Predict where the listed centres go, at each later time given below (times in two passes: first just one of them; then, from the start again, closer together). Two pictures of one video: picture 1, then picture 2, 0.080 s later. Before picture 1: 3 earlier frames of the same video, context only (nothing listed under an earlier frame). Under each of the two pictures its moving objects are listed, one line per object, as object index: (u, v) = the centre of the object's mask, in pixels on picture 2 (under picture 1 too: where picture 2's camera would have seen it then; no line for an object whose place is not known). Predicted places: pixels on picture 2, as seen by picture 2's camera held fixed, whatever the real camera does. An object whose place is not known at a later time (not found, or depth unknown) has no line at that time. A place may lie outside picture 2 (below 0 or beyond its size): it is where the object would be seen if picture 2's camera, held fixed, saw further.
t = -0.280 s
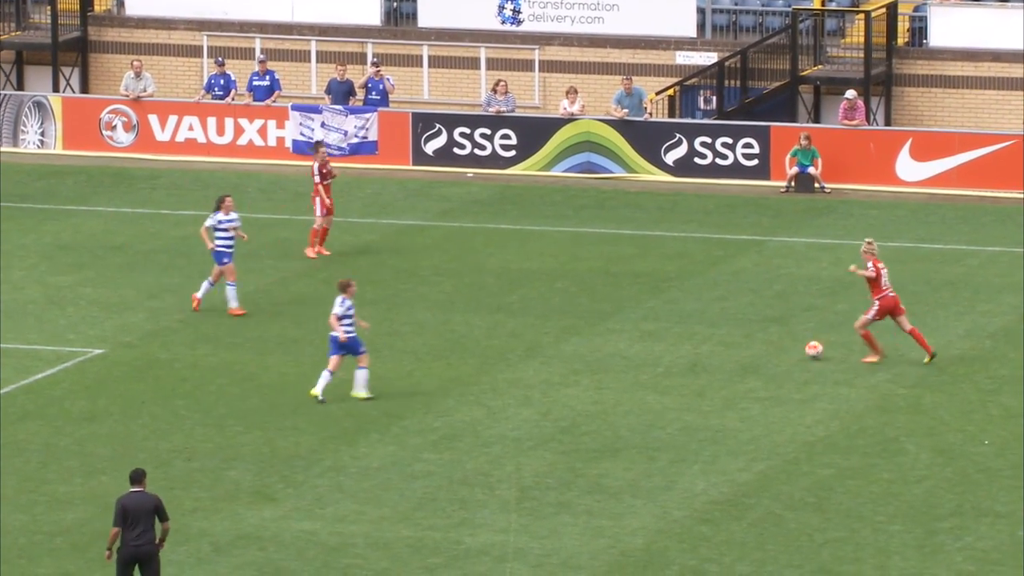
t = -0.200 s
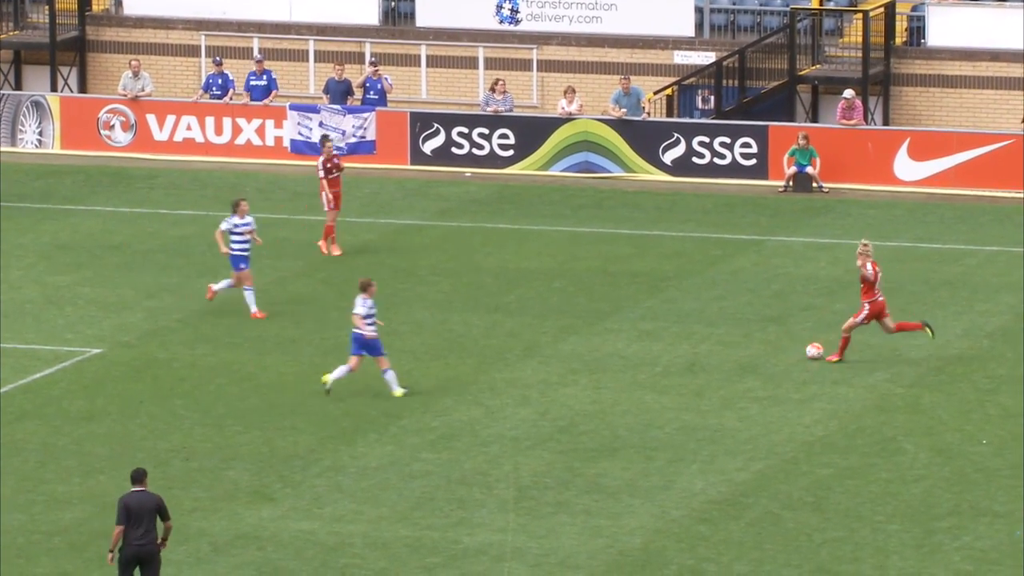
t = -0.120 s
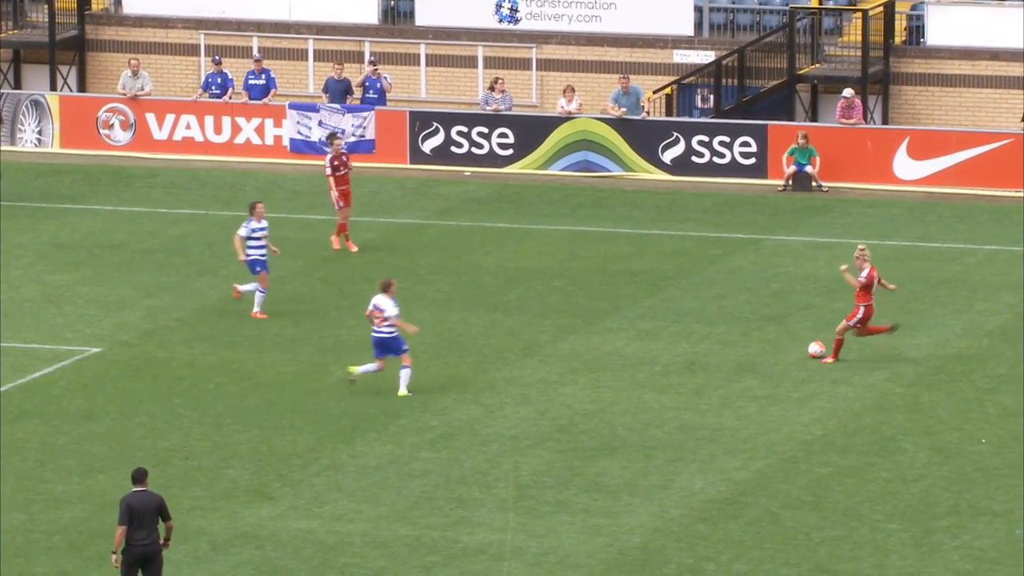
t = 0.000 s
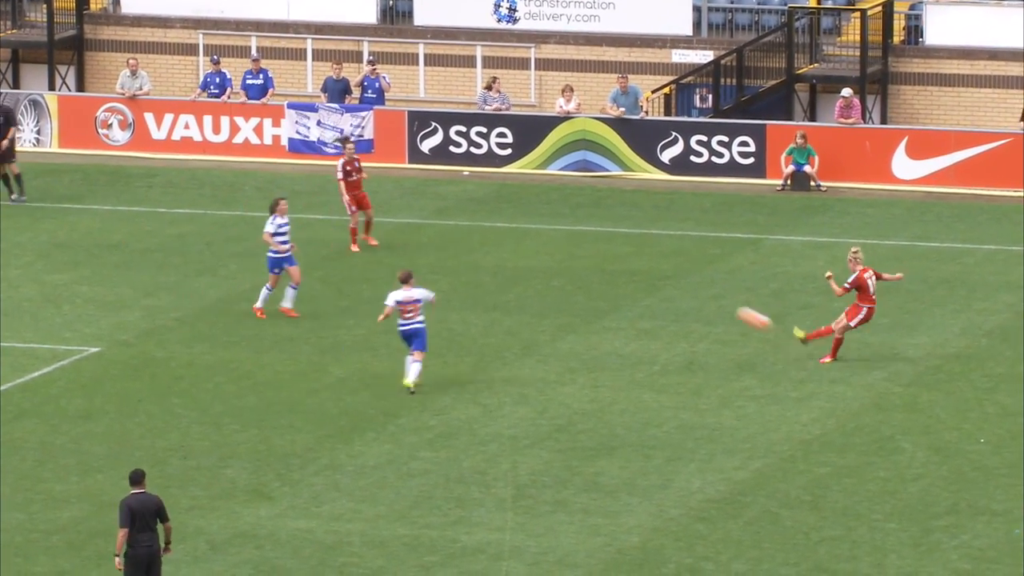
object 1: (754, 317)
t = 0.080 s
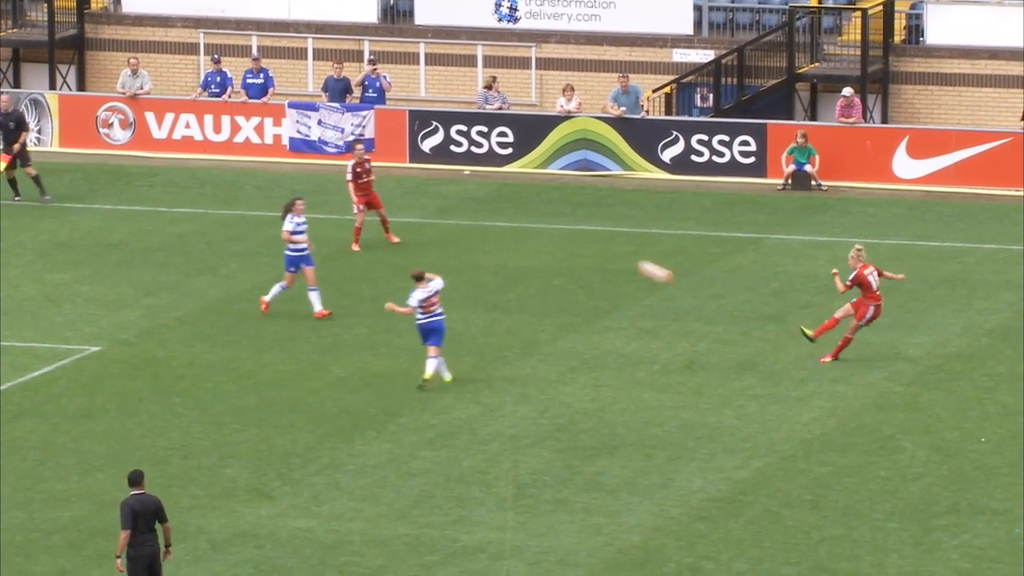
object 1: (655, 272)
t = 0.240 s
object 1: (460, 192)
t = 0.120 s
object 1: (605, 250)
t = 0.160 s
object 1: (556, 230)
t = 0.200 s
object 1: (508, 211)
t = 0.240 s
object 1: (460, 192)
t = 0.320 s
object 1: (366, 157)
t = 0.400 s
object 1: (275, 129)
